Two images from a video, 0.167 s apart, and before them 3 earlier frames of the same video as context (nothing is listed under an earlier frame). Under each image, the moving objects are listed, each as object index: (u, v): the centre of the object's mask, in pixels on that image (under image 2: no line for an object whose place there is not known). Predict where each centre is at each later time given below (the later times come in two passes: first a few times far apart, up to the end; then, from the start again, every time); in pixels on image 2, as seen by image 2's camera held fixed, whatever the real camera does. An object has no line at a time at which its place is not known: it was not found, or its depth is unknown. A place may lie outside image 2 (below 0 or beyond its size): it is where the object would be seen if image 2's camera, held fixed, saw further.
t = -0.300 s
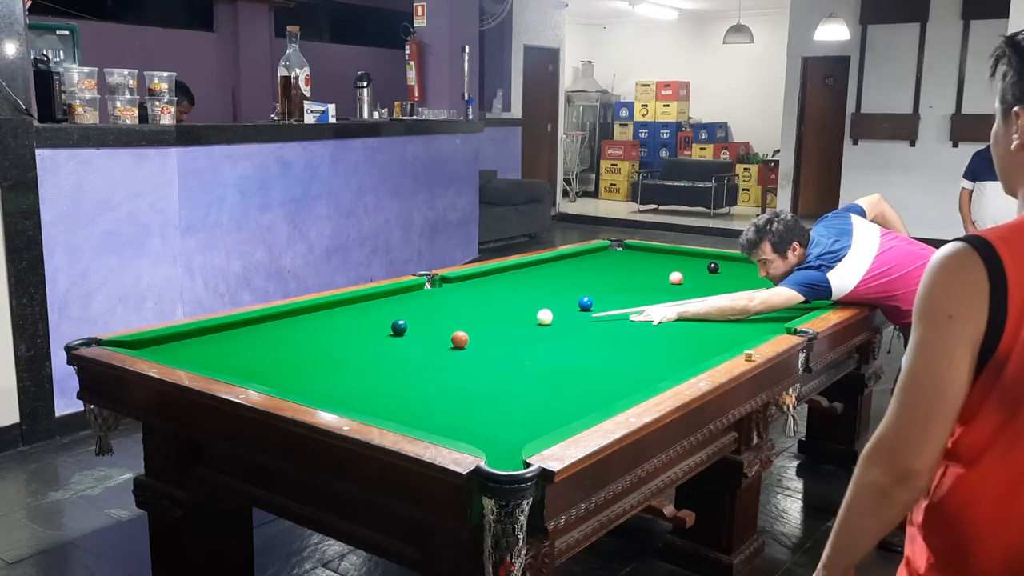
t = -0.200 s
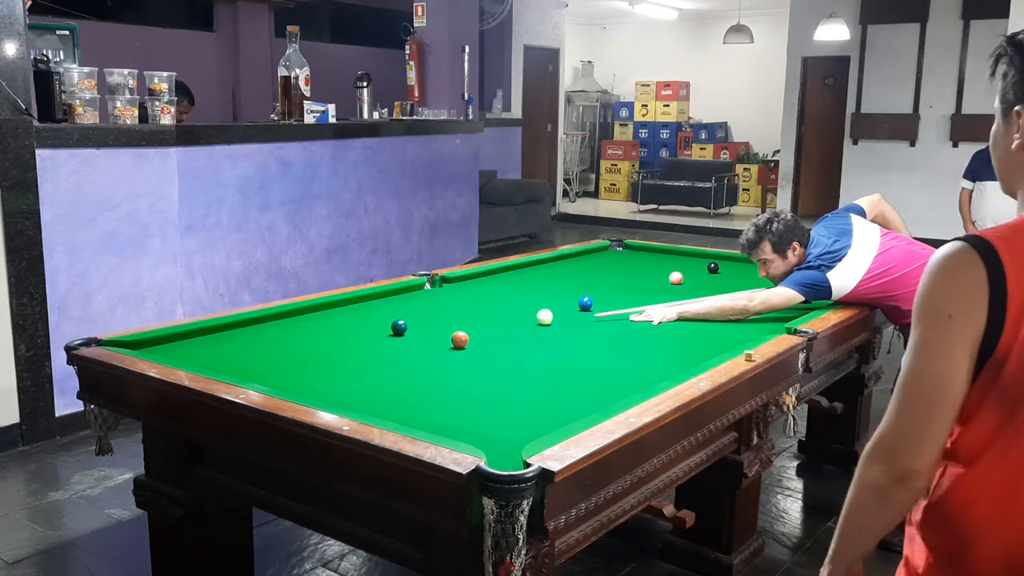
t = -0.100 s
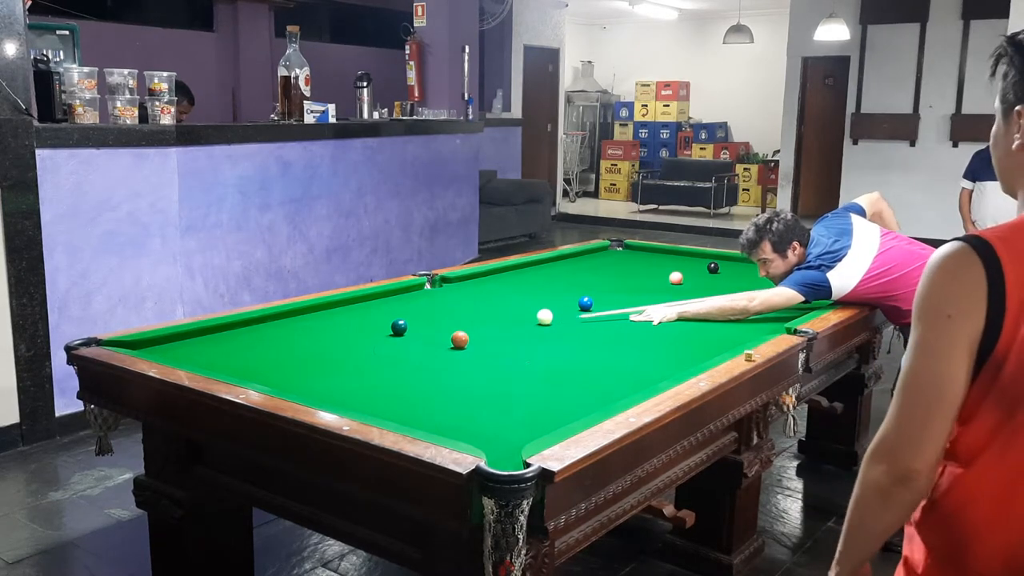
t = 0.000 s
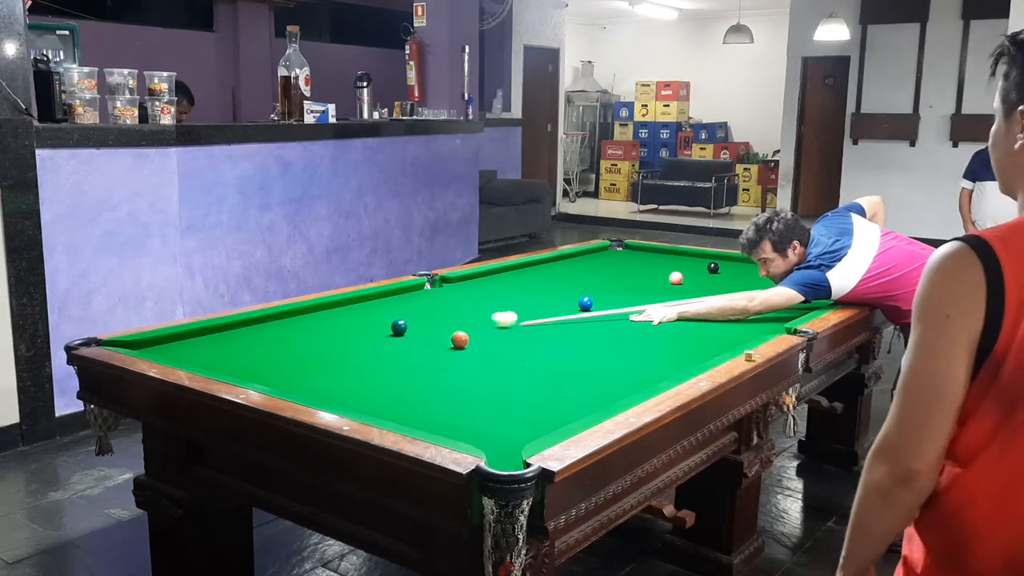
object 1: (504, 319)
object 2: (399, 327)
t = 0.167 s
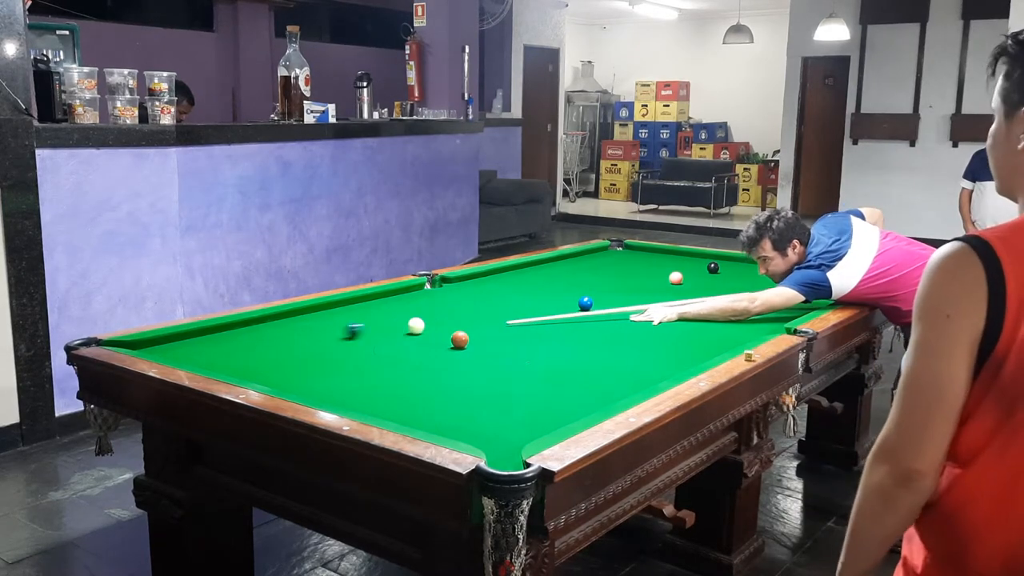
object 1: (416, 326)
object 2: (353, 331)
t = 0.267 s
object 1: (422, 326)
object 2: (278, 336)
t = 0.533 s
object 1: (443, 324)
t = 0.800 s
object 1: (461, 323)
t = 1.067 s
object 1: (476, 322)
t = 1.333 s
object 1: (488, 321)
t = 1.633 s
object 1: (497, 321)
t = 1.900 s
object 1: (503, 320)
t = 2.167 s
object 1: (506, 320)
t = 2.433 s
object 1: (506, 320)
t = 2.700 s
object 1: (506, 319)
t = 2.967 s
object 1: (506, 320)
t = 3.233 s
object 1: (506, 320)
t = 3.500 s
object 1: (506, 320)
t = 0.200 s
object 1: (417, 326)
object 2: (328, 332)
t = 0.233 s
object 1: (419, 326)
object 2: (303, 334)
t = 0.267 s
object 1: (422, 326)
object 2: (278, 336)
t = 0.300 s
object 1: (425, 325)
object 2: (254, 337)
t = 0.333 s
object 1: (428, 325)
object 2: (230, 339)
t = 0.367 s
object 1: (431, 325)
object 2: (207, 340)
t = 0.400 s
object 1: (433, 325)
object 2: (185, 341)
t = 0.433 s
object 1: (436, 325)
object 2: (162, 343)
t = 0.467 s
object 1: (438, 325)
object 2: (139, 344)
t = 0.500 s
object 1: (441, 324)
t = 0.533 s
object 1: (443, 324)
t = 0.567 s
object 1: (446, 324)
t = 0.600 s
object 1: (448, 324)
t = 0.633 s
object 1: (450, 324)
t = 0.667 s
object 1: (453, 323)
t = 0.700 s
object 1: (455, 323)
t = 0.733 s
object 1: (457, 323)
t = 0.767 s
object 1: (459, 323)
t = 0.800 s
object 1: (461, 323)
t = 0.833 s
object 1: (463, 323)
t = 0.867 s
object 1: (466, 323)
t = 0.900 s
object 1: (468, 322)
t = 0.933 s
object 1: (469, 322)
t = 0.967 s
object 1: (471, 322)
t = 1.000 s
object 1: (473, 322)
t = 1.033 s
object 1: (475, 322)
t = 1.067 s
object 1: (476, 322)
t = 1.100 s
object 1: (478, 322)
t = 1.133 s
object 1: (479, 322)
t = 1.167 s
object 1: (481, 322)
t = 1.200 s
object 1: (482, 322)
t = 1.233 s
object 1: (484, 322)
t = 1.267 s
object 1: (485, 321)
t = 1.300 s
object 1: (486, 321)
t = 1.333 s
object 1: (488, 321)
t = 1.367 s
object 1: (489, 321)
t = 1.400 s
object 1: (490, 321)
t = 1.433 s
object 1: (491, 321)
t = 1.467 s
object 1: (492, 321)
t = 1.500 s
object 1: (494, 321)
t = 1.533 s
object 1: (495, 321)
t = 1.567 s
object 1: (496, 321)
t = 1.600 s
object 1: (496, 321)
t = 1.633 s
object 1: (497, 321)
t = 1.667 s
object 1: (498, 320)
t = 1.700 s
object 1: (499, 320)
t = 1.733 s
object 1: (499, 320)
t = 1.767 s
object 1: (500, 320)
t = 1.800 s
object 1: (501, 320)
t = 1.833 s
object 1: (502, 320)
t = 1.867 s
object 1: (502, 320)
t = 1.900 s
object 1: (503, 320)
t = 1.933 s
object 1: (503, 320)
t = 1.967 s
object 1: (504, 320)
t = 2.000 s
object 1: (504, 320)
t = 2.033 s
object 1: (505, 320)
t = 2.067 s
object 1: (505, 320)
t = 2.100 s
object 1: (505, 320)
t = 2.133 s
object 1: (505, 320)
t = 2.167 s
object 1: (506, 320)
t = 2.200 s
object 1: (506, 320)
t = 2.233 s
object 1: (506, 320)
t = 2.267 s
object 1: (506, 320)
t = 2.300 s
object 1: (506, 319)
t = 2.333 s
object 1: (506, 320)
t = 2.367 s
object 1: (506, 320)
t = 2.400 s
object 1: (506, 320)
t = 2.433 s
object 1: (506, 320)
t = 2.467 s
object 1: (506, 319)
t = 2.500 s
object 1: (506, 320)
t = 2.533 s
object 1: (506, 320)
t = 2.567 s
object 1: (506, 319)
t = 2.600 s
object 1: (506, 319)
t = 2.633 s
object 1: (506, 319)
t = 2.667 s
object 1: (506, 319)
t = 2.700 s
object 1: (506, 319)
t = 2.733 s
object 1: (506, 319)
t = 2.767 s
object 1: (506, 319)
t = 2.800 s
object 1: (506, 319)
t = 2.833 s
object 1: (506, 319)
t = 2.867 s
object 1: (506, 319)
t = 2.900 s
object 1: (506, 319)
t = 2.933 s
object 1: (506, 319)
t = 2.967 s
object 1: (506, 320)
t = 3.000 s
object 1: (506, 320)
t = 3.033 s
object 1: (506, 320)
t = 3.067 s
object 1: (506, 320)
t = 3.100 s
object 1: (506, 320)
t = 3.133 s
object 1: (506, 320)
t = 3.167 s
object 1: (506, 320)
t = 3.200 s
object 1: (506, 320)
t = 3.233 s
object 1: (506, 320)
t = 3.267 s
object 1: (506, 320)
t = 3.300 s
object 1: (506, 320)
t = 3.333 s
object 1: (506, 320)
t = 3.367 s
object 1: (506, 320)
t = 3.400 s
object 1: (506, 320)
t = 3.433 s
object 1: (506, 320)
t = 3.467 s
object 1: (506, 320)
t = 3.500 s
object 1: (506, 320)
